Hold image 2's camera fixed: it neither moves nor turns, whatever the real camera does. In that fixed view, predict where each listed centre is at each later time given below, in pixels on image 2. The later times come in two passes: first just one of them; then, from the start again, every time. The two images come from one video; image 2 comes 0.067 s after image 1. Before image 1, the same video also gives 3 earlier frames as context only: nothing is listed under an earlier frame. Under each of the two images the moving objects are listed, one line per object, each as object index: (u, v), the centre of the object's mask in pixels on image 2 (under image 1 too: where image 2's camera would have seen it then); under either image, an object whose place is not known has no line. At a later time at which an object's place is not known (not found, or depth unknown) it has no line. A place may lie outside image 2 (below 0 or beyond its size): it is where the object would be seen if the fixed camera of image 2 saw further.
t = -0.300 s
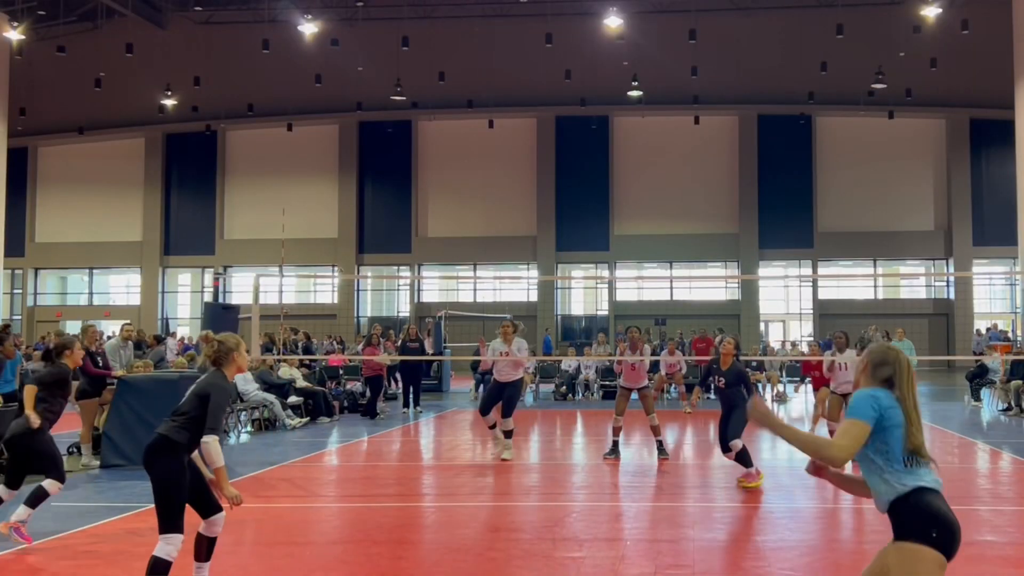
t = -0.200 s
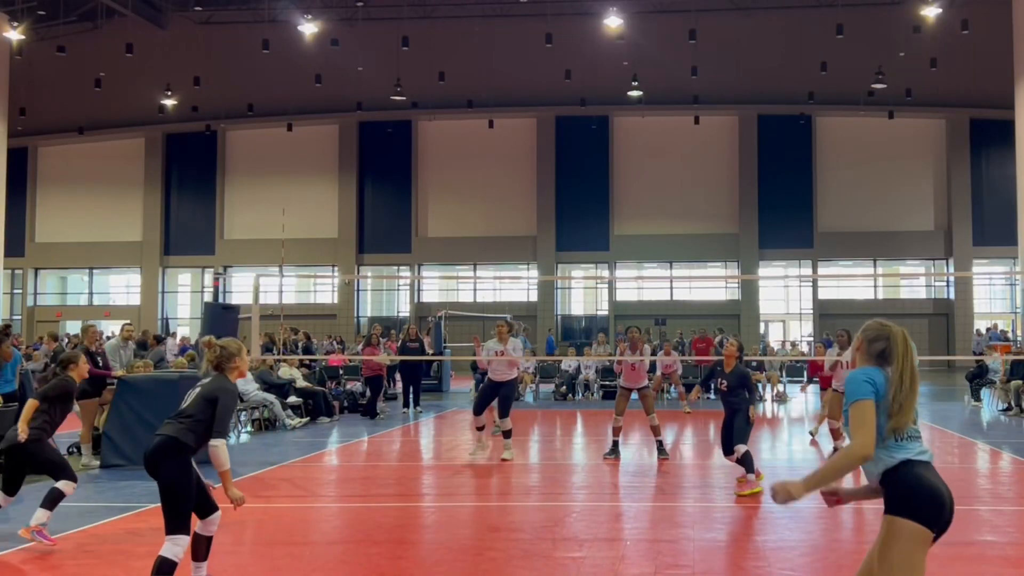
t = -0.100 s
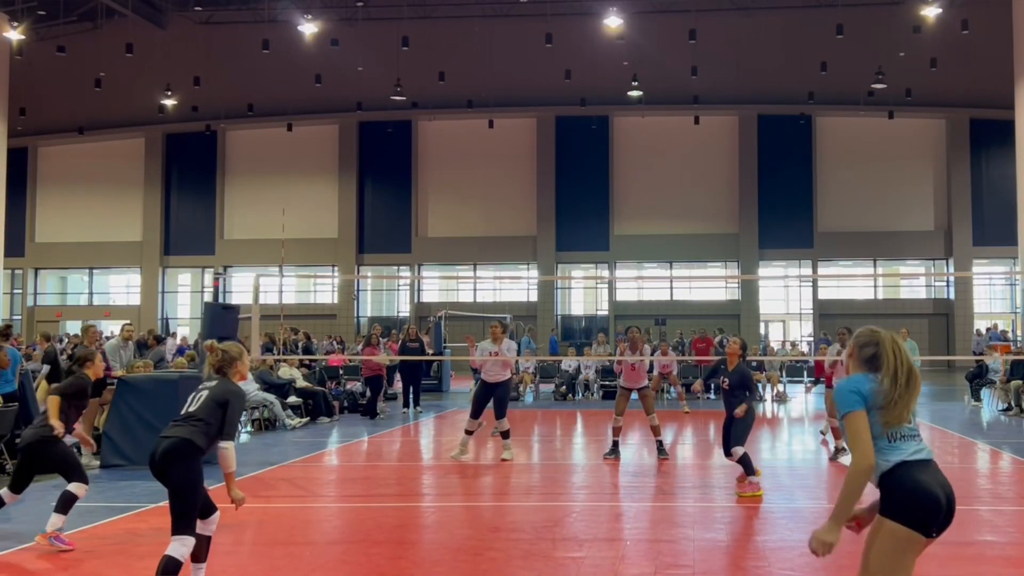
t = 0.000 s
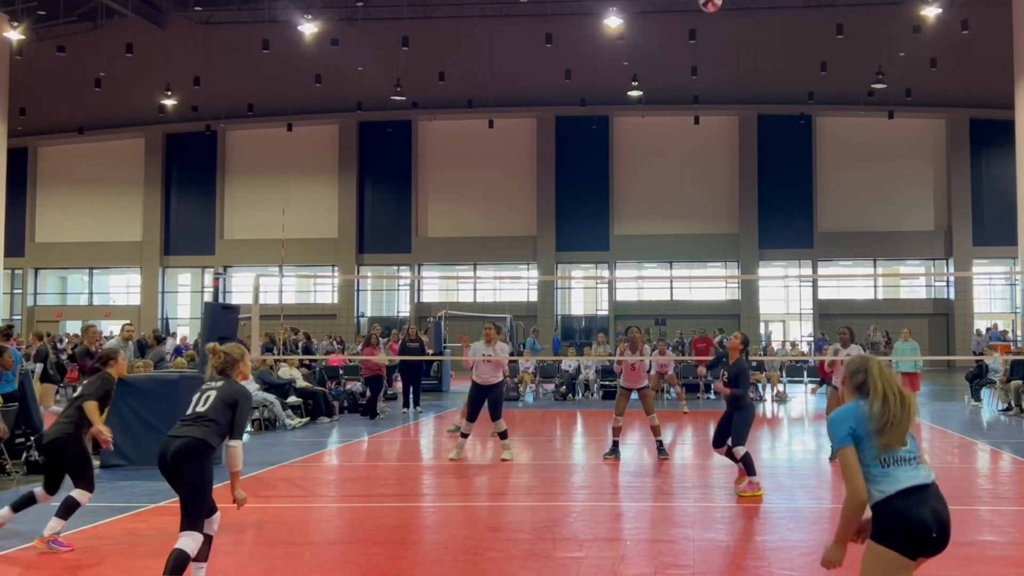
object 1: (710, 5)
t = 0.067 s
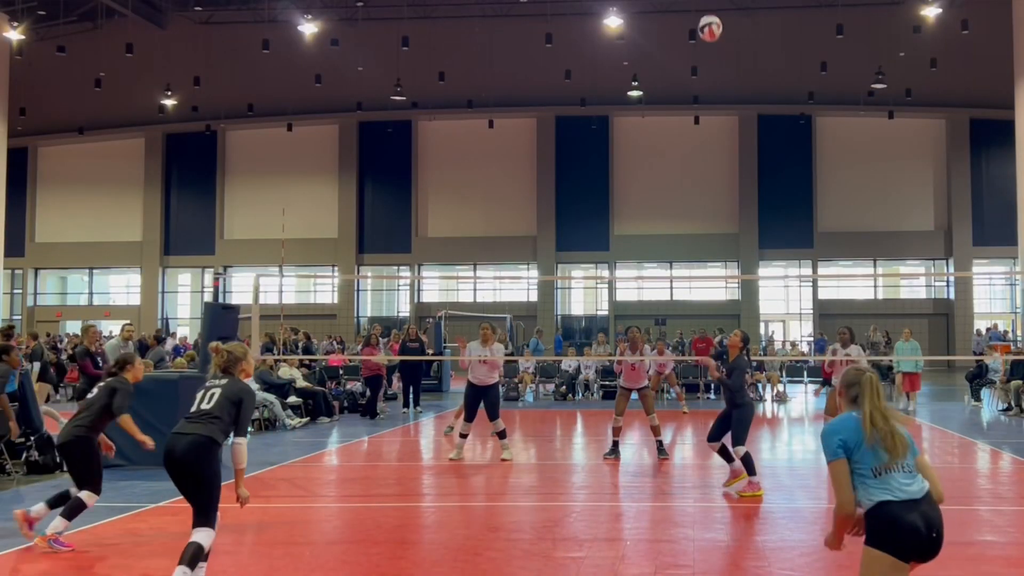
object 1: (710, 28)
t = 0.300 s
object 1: (709, 156)
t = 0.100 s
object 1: (710, 44)
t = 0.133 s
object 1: (710, 61)
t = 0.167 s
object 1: (709, 79)
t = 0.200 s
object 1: (709, 97)
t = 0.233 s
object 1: (709, 116)
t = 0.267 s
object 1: (709, 135)
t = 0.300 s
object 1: (709, 156)
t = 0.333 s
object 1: (709, 176)
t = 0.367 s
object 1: (709, 198)
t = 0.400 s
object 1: (709, 220)
